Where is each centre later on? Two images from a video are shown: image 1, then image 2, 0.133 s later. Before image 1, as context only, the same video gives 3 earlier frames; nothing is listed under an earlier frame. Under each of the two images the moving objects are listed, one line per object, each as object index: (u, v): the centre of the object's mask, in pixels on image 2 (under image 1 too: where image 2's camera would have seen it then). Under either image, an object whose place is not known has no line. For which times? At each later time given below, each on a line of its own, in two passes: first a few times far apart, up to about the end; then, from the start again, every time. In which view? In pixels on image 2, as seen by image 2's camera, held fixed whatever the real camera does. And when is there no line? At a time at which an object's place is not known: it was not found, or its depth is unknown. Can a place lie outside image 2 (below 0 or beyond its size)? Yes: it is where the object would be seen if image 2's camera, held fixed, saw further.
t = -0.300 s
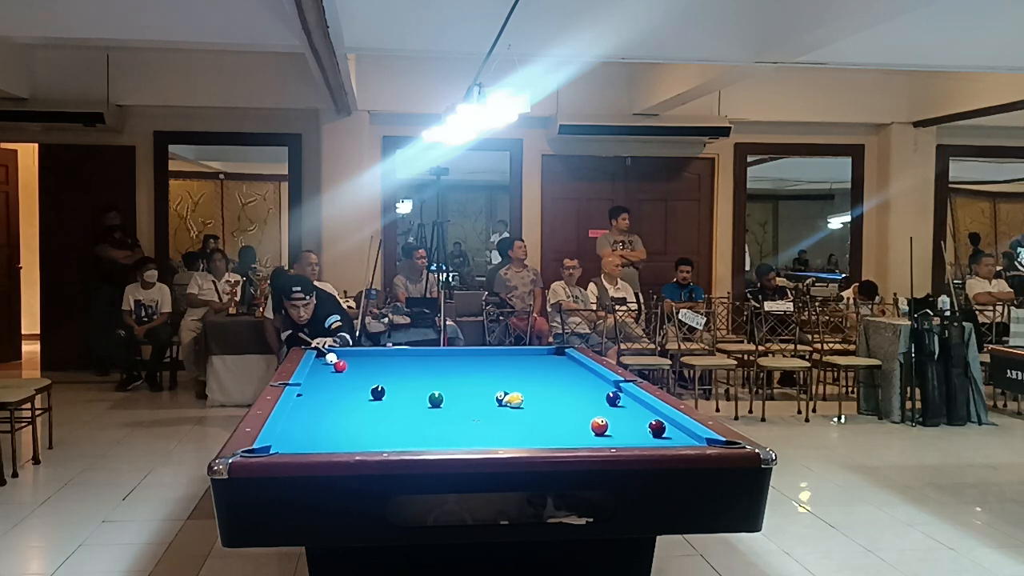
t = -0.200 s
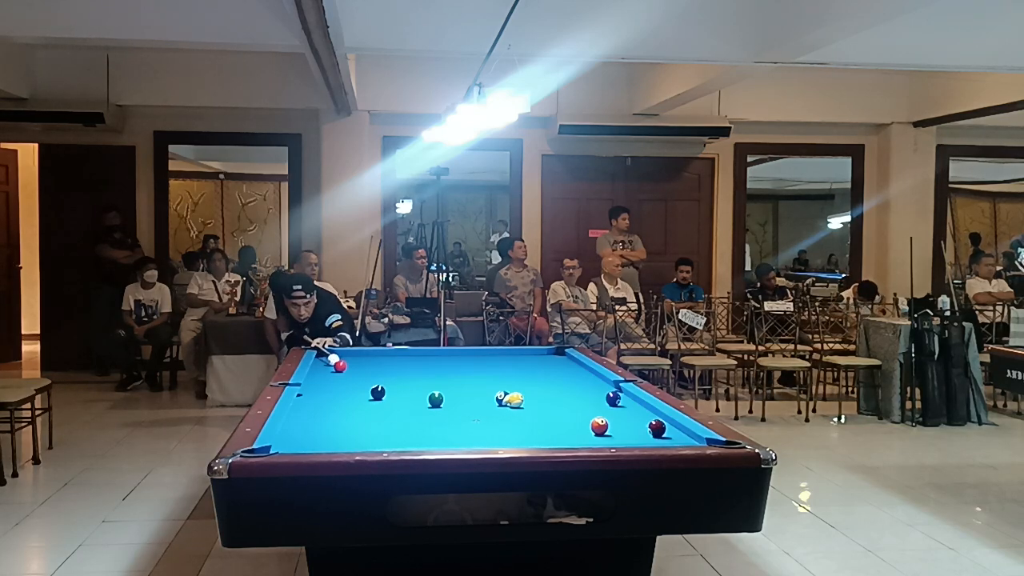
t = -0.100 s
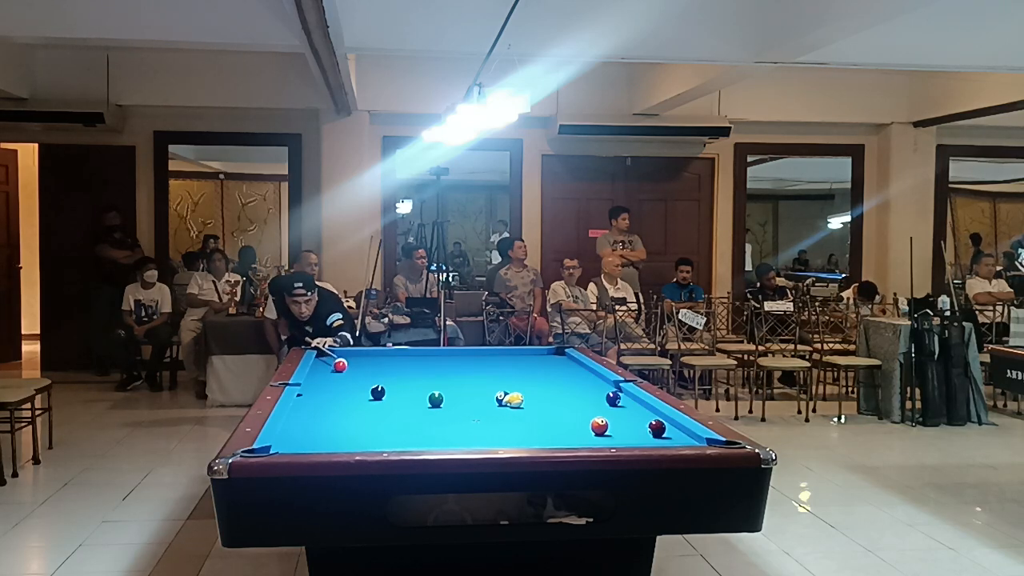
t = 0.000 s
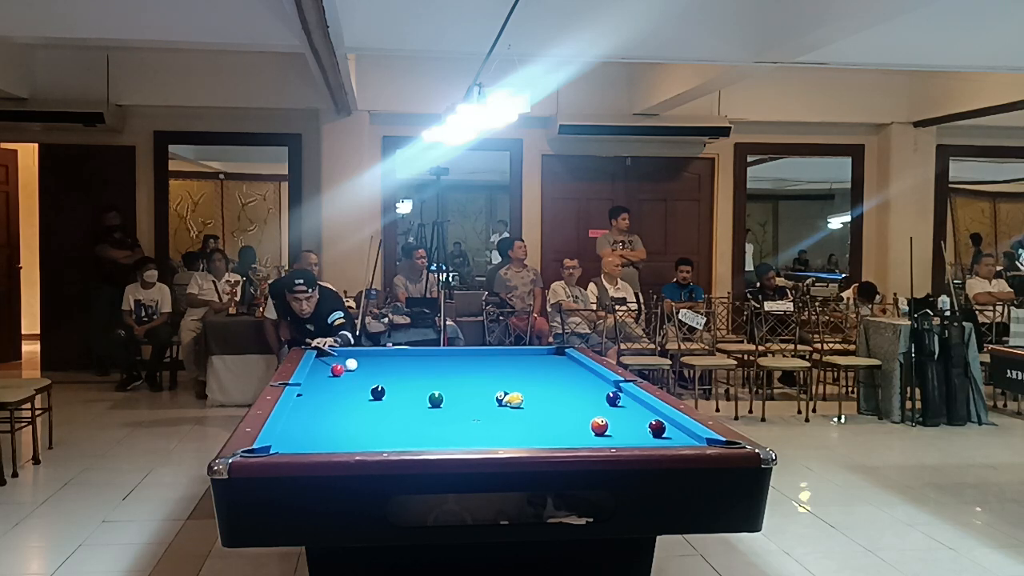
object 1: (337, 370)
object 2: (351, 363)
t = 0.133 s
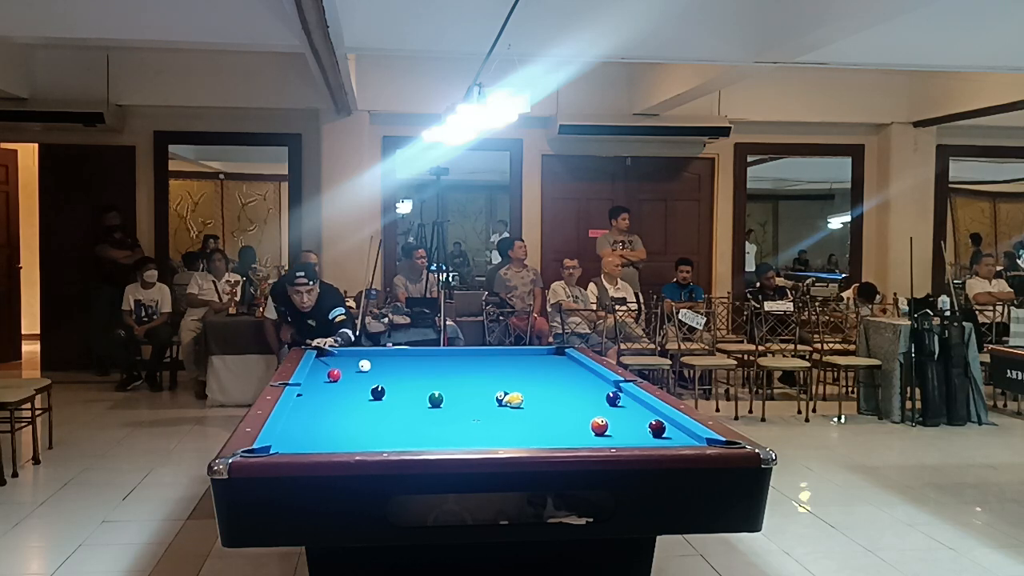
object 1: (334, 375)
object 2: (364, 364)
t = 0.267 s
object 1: (331, 379)
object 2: (377, 365)
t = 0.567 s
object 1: (324, 390)
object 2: (408, 368)
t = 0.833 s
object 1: (318, 401)
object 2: (434, 372)
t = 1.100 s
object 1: (310, 413)
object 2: (461, 374)
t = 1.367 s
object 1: (302, 427)
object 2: (488, 378)
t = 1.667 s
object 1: (292, 442)
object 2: (518, 381)
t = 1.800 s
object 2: (531, 383)
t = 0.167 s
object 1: (333, 376)
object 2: (368, 364)
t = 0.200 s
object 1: (332, 377)
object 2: (371, 363)
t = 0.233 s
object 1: (332, 378)
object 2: (374, 364)
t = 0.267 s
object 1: (331, 379)
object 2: (377, 365)
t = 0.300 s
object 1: (330, 381)
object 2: (381, 365)
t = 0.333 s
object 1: (330, 382)
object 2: (384, 366)
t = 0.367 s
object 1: (329, 383)
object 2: (388, 366)
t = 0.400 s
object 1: (328, 384)
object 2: (391, 365)
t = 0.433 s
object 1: (328, 385)
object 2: (394, 366)
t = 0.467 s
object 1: (327, 387)
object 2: (398, 367)
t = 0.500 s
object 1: (326, 388)
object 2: (401, 367)
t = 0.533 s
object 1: (325, 389)
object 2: (405, 368)
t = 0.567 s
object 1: (324, 390)
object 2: (408, 368)
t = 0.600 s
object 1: (323, 392)
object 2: (411, 369)
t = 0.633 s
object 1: (323, 393)
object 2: (415, 369)
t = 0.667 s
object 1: (322, 394)
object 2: (418, 369)
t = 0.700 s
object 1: (321, 396)
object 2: (421, 370)
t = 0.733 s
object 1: (320, 397)
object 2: (424, 370)
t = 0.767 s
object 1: (319, 398)
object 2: (428, 371)
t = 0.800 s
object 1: (318, 400)
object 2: (431, 371)
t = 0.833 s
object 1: (318, 401)
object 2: (434, 372)
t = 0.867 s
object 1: (317, 403)
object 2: (438, 372)
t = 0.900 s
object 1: (316, 404)
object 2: (441, 372)
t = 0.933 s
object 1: (315, 406)
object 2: (444, 372)
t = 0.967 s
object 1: (314, 407)
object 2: (448, 373)
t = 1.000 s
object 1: (313, 409)
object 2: (451, 373)
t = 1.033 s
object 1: (312, 410)
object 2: (455, 374)
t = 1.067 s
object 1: (311, 412)
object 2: (458, 374)
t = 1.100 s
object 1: (310, 413)
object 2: (461, 374)
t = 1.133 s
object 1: (309, 415)
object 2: (465, 375)
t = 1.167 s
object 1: (308, 417)
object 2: (468, 375)
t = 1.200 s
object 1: (307, 418)
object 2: (471, 376)
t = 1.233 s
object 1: (306, 420)
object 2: (475, 376)
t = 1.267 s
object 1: (305, 422)
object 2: (478, 376)
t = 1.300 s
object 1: (304, 423)
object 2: (481, 377)
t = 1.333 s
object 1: (303, 425)
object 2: (485, 377)
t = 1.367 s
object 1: (302, 427)
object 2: (488, 378)
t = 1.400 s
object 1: (301, 429)
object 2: (491, 378)
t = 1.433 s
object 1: (300, 430)
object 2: (494, 378)
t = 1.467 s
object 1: (299, 433)
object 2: (498, 379)
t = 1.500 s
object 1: (297, 434)
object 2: (501, 379)
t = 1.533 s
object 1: (297, 436)
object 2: (504, 380)
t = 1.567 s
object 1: (295, 438)
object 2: (508, 380)
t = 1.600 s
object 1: (294, 440)
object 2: (511, 381)
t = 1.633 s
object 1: (293, 441)
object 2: (514, 381)
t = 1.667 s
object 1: (292, 442)
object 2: (518, 381)
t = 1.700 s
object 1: (290, 444)
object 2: (521, 382)
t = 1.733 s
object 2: (524, 382)
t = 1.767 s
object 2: (527, 383)
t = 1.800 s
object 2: (531, 383)
